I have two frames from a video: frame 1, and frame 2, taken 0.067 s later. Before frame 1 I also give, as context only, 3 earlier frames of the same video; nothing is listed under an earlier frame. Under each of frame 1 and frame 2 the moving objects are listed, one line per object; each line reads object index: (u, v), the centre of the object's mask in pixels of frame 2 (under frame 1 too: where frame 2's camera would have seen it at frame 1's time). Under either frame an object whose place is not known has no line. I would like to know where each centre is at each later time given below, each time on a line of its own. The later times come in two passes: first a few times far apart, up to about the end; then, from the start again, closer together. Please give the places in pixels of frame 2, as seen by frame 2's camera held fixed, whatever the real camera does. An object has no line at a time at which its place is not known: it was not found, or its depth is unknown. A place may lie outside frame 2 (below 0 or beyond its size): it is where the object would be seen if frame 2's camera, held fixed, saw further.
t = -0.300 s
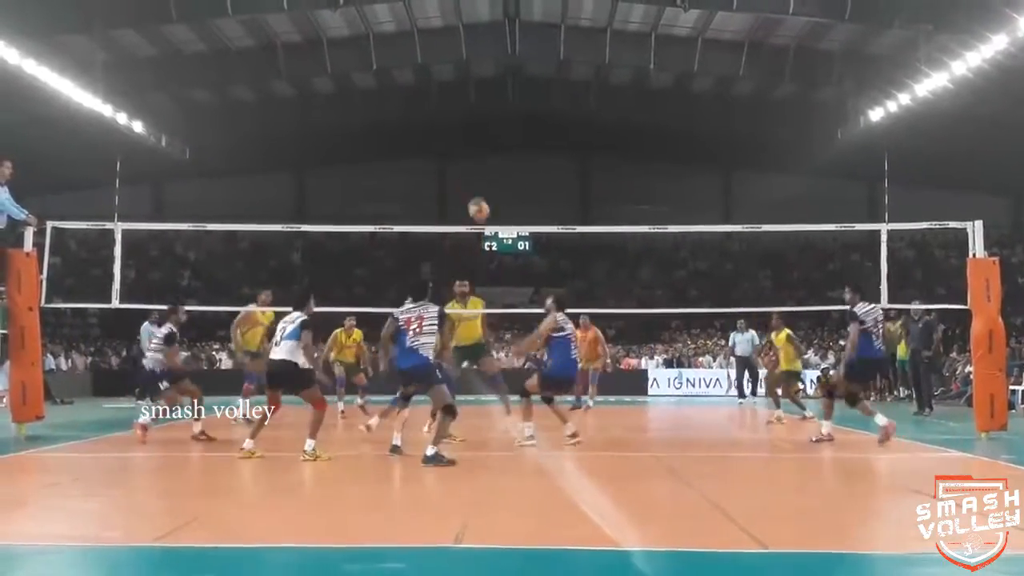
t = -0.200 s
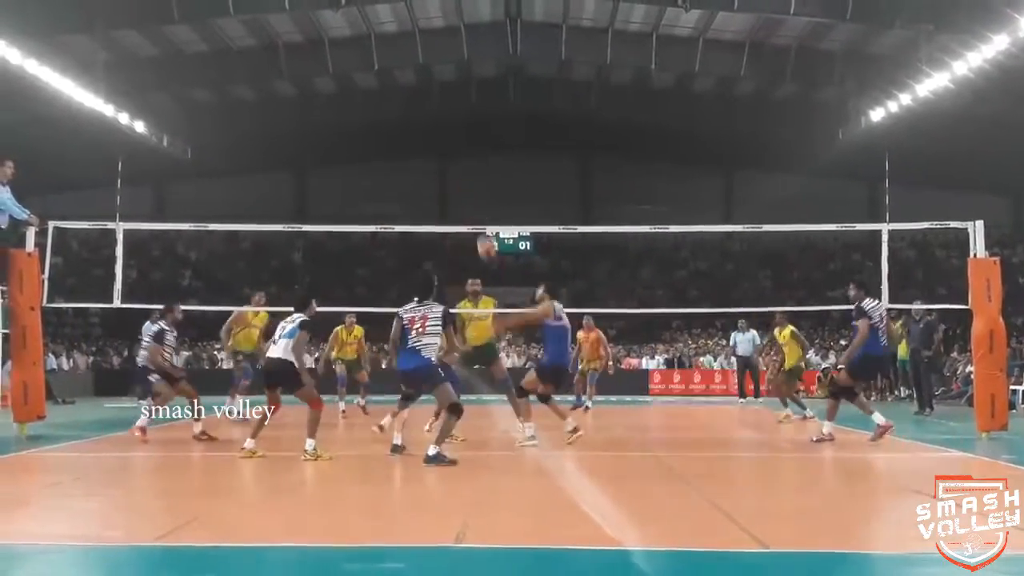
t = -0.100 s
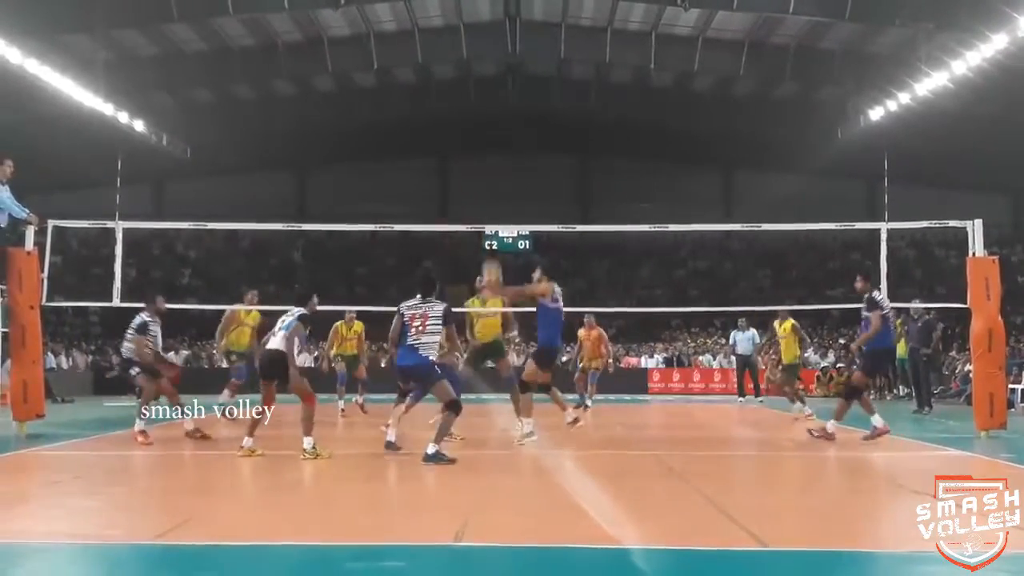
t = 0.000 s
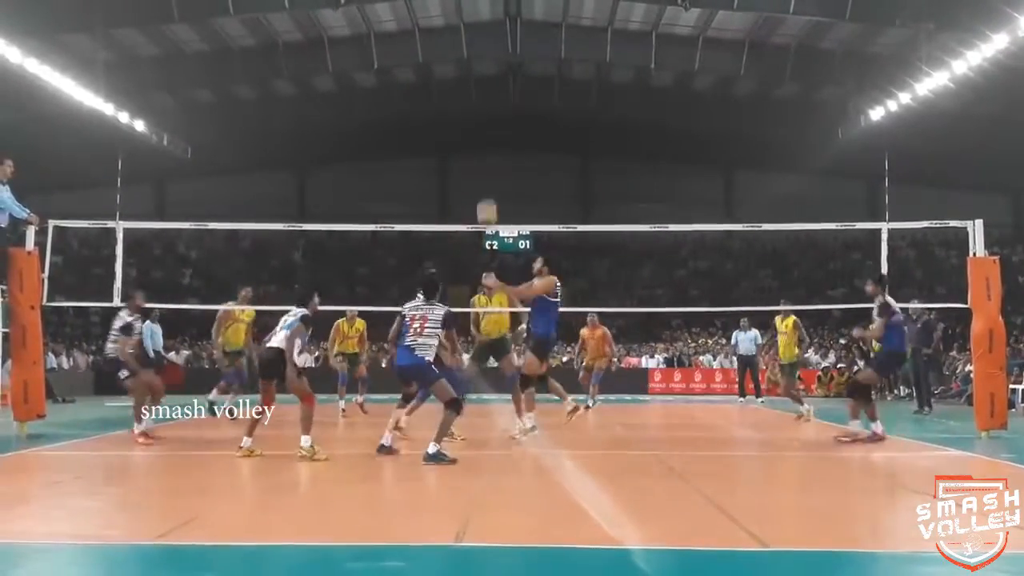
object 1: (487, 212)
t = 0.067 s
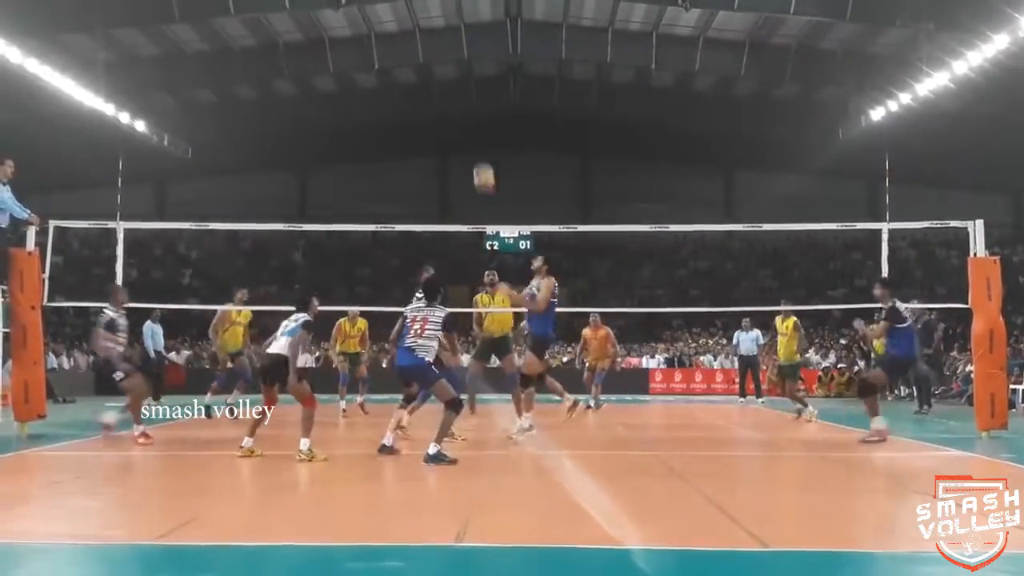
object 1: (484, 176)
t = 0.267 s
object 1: (471, 93)
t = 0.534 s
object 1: (455, 41)
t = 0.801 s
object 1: (440, 54)
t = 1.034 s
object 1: (426, 123)
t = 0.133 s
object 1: (479, 144)
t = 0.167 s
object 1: (477, 131)
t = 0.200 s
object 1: (475, 117)
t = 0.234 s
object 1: (473, 105)
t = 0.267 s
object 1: (471, 93)
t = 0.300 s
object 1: (469, 83)
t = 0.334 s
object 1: (467, 75)
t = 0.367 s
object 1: (465, 66)
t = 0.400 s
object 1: (463, 60)
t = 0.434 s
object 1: (461, 53)
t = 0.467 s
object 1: (459, 48)
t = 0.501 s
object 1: (457, 44)
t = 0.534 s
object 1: (455, 41)
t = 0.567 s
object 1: (453, 39)
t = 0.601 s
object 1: (451, 38)
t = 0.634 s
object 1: (449, 38)
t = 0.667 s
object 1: (447, 40)
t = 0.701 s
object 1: (445, 42)
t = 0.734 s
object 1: (444, 45)
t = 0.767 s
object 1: (442, 49)
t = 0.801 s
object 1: (440, 54)
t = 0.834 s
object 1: (438, 61)
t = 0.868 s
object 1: (436, 69)
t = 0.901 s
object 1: (434, 77)
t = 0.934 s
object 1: (432, 87)
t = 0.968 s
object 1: (430, 98)
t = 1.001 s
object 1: (428, 110)
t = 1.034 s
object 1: (426, 123)
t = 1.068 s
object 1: (424, 137)
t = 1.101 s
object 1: (422, 152)
